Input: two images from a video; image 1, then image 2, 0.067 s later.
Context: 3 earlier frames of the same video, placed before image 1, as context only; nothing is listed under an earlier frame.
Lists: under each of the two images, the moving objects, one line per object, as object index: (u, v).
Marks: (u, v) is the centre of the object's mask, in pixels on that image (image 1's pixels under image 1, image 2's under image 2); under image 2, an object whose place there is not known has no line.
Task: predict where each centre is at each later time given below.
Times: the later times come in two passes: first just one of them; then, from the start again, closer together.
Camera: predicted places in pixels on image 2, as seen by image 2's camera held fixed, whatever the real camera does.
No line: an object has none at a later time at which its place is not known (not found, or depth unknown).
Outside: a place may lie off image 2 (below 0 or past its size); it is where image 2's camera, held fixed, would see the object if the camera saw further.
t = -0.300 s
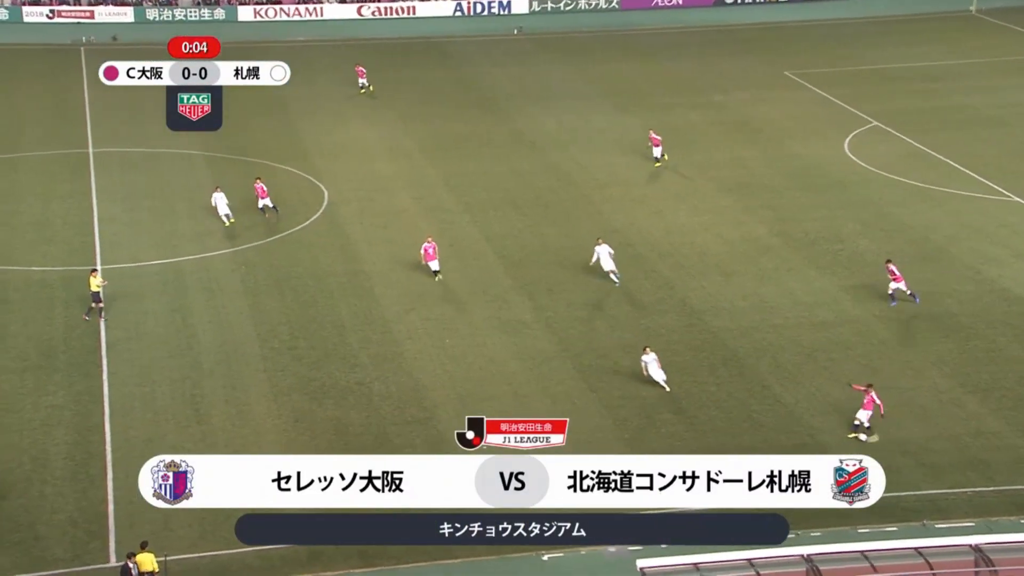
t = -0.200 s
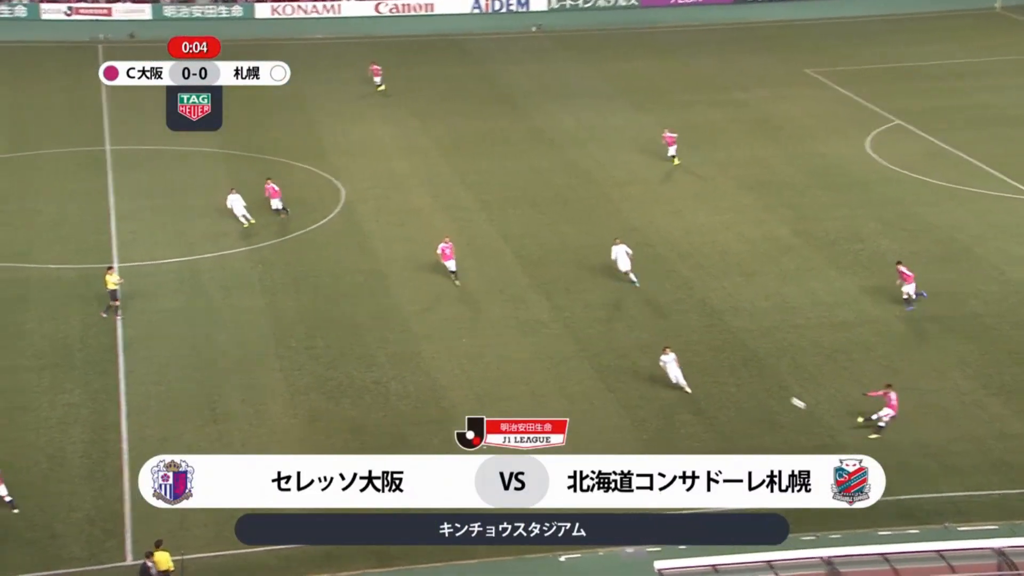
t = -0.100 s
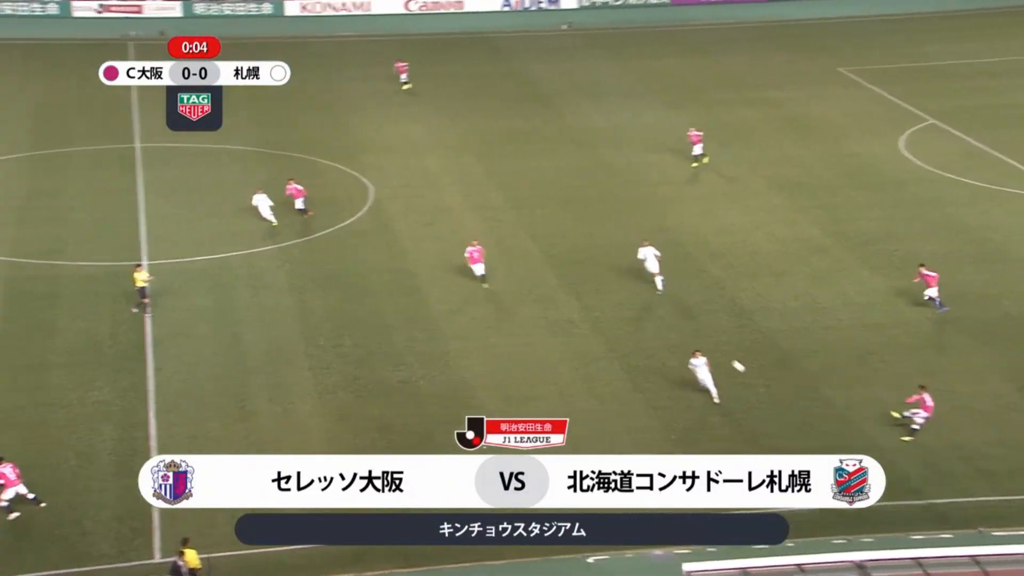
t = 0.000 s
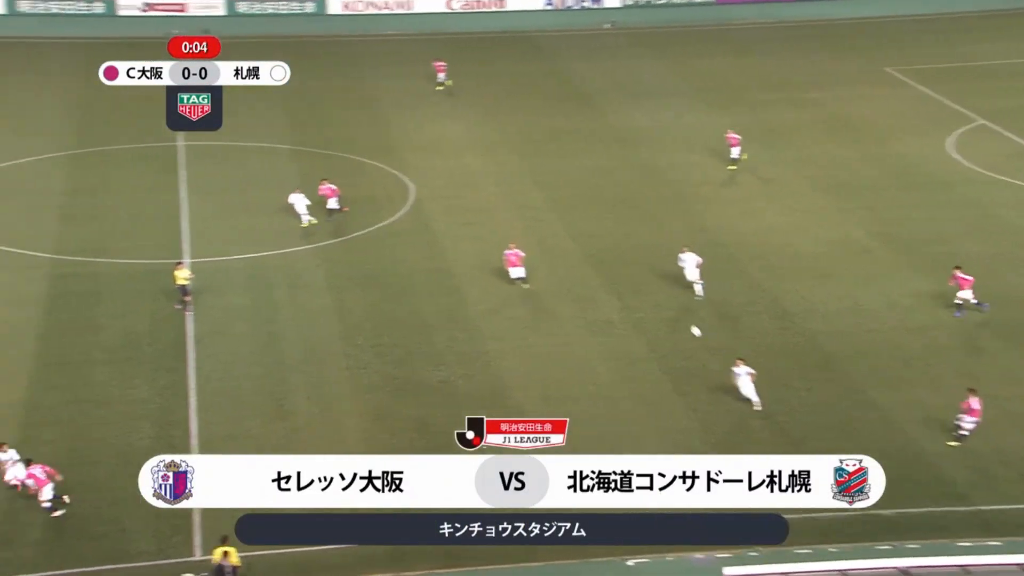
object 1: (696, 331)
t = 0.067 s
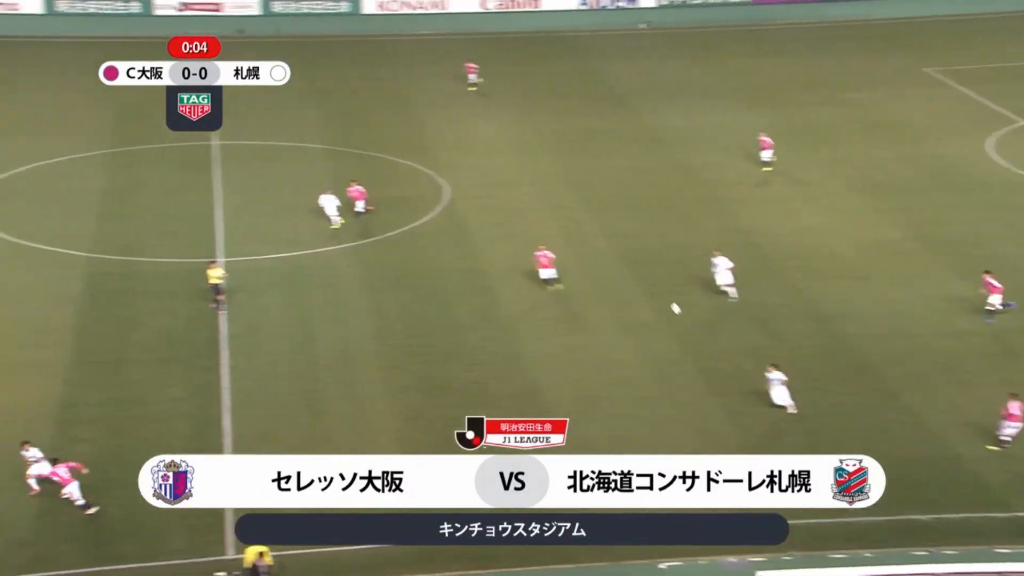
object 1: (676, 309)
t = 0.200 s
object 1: (577, 263)
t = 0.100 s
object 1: (650, 296)
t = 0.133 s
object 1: (625, 285)
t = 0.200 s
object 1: (577, 263)
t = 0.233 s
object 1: (553, 252)
